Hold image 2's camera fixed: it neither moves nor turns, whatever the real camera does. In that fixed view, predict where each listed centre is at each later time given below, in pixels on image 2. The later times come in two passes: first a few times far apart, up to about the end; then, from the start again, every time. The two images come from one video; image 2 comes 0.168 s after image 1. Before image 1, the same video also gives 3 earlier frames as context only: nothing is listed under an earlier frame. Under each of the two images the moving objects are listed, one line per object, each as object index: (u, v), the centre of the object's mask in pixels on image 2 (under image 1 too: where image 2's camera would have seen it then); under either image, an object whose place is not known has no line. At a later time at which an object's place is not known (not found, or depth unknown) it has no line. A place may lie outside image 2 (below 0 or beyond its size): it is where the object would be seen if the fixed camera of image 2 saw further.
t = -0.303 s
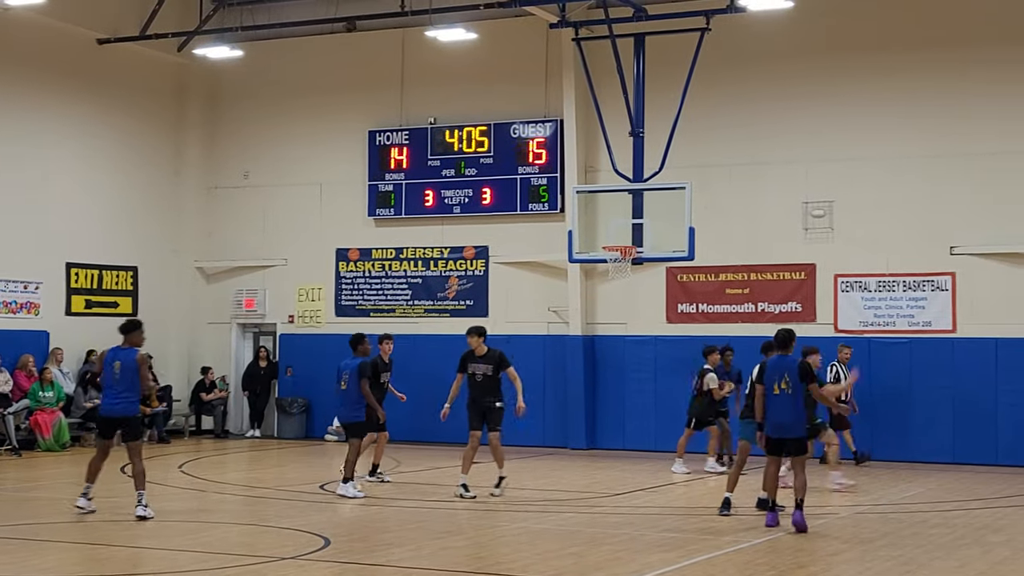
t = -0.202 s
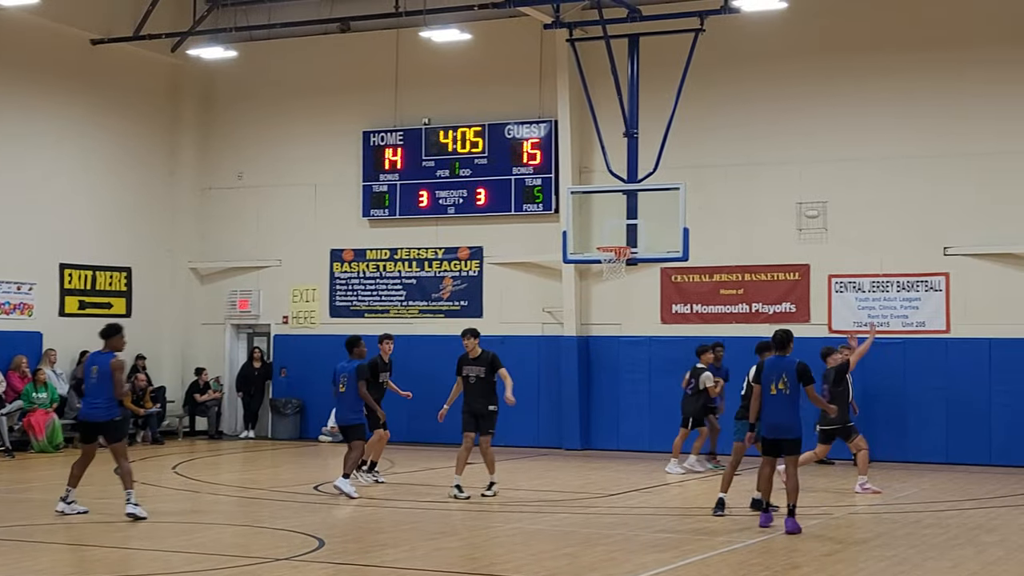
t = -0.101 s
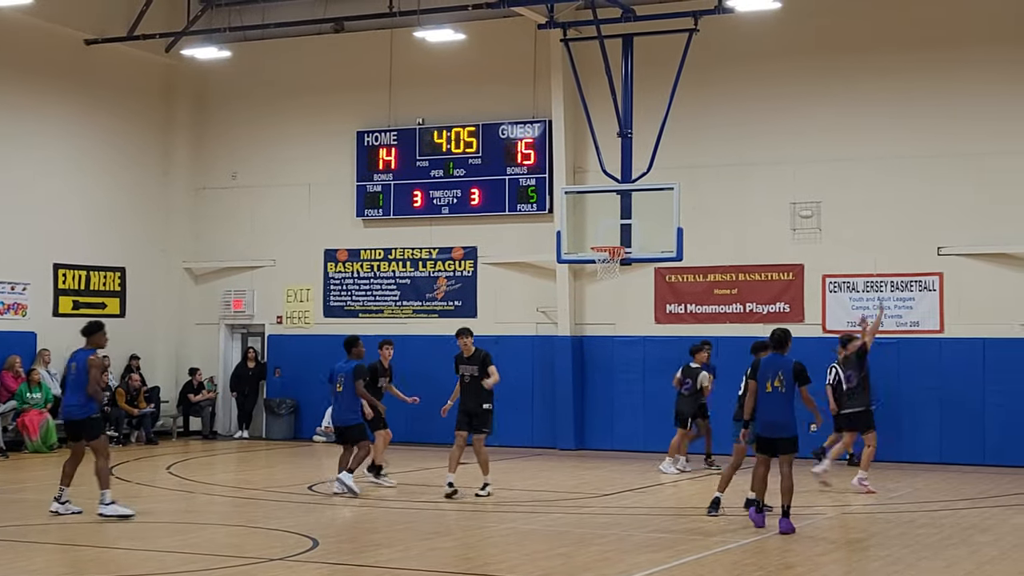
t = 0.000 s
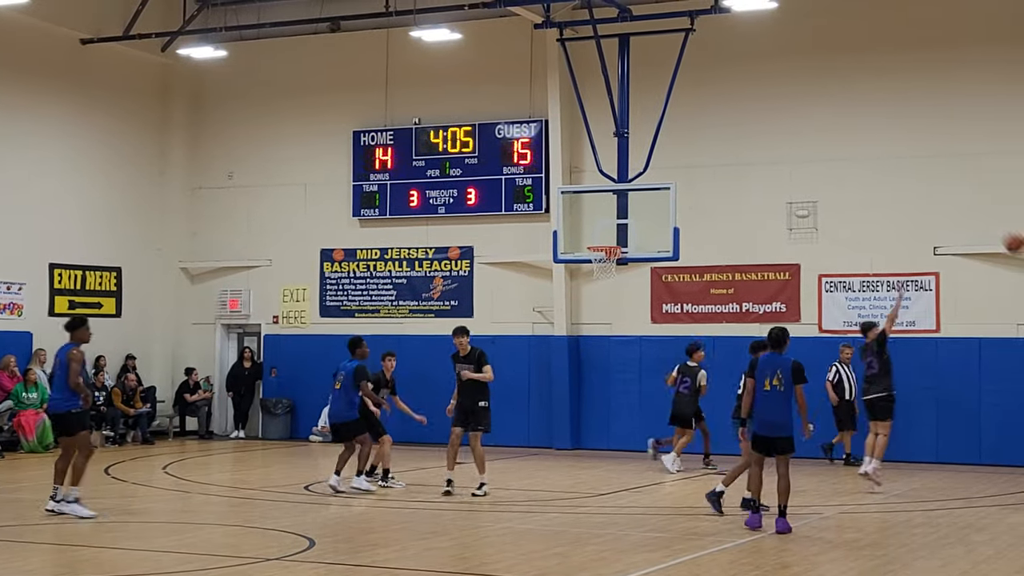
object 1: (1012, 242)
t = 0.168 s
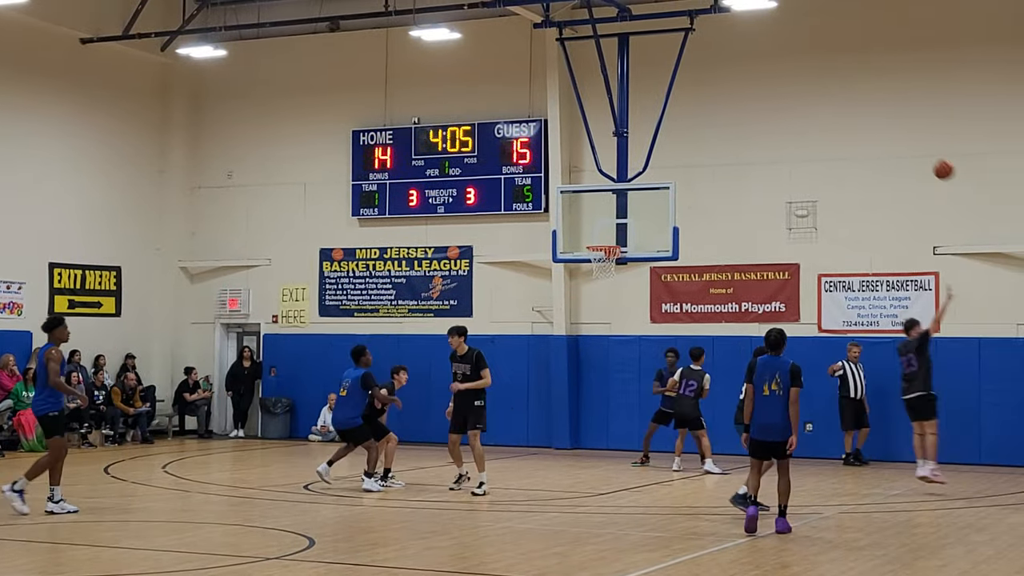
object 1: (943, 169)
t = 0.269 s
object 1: (903, 139)
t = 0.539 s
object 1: (804, 103)
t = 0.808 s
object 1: (717, 124)
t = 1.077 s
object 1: (638, 192)
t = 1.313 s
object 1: (589, 262)
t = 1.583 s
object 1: (591, 300)
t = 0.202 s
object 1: (929, 158)
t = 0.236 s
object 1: (916, 148)
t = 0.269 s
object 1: (903, 139)
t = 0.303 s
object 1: (890, 132)
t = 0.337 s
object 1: (878, 124)
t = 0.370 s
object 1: (865, 118)
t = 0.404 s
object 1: (853, 113)
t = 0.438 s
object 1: (840, 109)
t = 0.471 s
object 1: (828, 107)
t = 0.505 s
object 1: (816, 104)
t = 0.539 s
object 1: (804, 103)
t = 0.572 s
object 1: (793, 103)
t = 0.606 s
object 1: (781, 103)
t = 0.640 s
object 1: (770, 105)
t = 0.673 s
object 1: (759, 107)
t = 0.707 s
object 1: (748, 110)
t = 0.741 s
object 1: (738, 114)
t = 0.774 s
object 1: (727, 118)
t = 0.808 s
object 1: (717, 124)
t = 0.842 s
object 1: (706, 130)
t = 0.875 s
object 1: (696, 137)
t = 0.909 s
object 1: (686, 144)
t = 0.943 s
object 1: (676, 152)
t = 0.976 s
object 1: (667, 161)
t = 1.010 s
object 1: (657, 170)
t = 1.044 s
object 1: (648, 181)
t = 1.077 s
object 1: (638, 192)
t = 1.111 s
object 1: (628, 203)
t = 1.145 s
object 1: (620, 215)
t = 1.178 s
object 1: (611, 228)
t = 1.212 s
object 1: (602, 240)
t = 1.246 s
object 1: (596, 254)
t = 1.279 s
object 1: (589, 261)
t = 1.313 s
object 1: (589, 262)
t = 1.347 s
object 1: (589, 265)
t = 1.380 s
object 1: (590, 268)
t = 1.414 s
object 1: (590, 272)
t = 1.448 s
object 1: (590, 276)
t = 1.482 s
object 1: (590, 281)
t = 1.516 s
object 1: (590, 286)
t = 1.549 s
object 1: (591, 293)
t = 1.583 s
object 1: (591, 300)
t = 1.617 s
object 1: (591, 308)
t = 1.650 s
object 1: (591, 316)
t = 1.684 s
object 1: (592, 325)
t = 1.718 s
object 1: (592, 336)
